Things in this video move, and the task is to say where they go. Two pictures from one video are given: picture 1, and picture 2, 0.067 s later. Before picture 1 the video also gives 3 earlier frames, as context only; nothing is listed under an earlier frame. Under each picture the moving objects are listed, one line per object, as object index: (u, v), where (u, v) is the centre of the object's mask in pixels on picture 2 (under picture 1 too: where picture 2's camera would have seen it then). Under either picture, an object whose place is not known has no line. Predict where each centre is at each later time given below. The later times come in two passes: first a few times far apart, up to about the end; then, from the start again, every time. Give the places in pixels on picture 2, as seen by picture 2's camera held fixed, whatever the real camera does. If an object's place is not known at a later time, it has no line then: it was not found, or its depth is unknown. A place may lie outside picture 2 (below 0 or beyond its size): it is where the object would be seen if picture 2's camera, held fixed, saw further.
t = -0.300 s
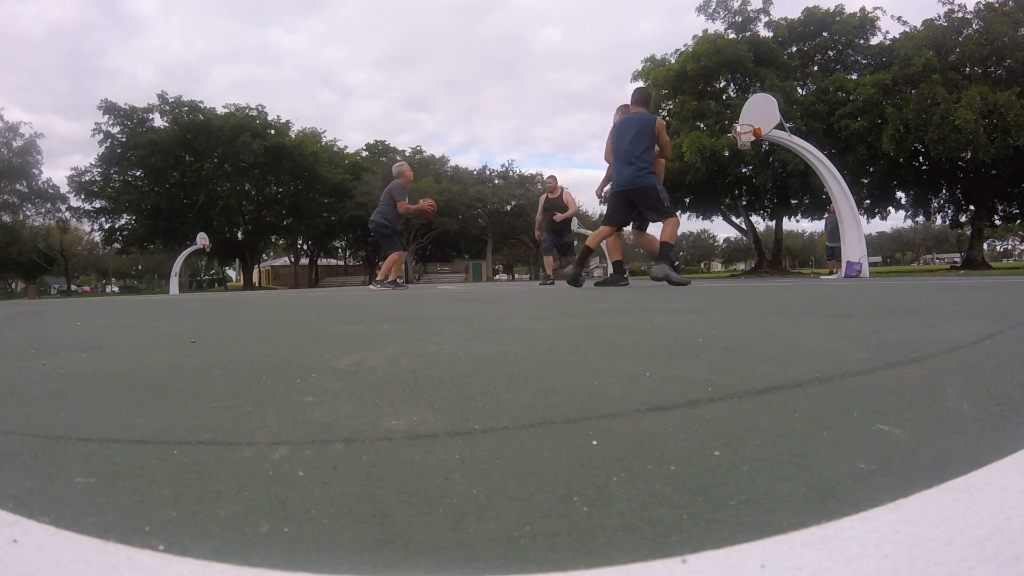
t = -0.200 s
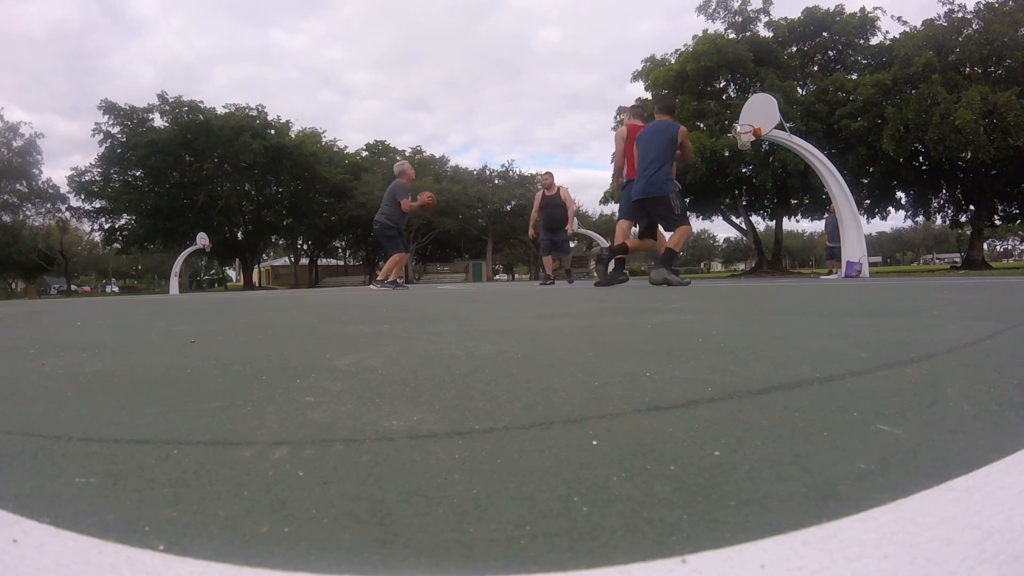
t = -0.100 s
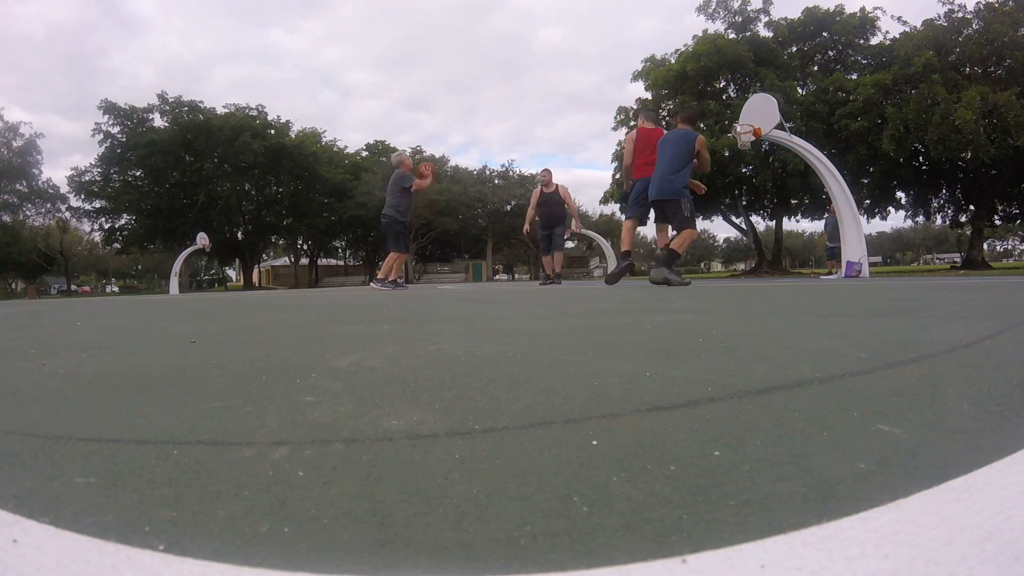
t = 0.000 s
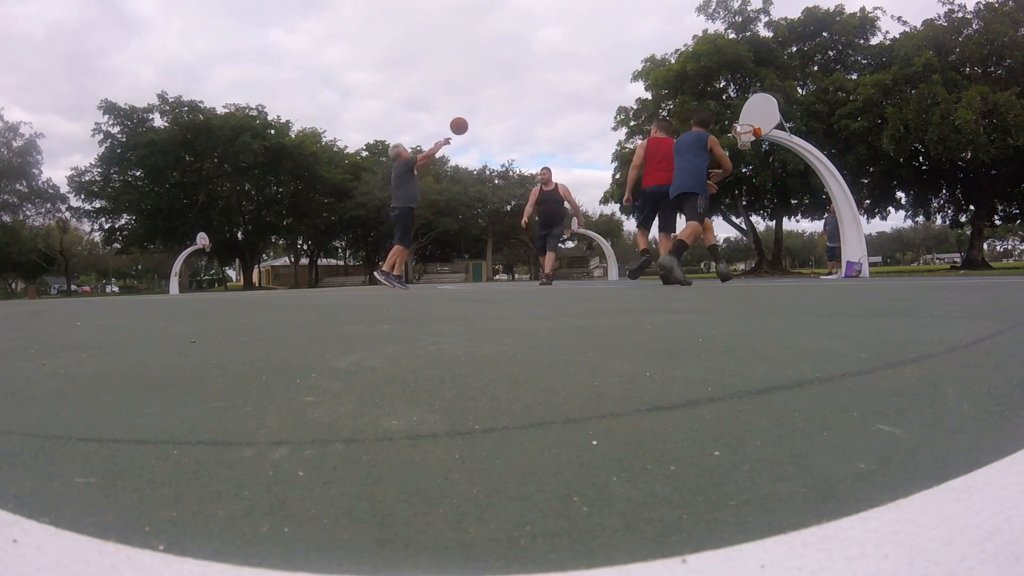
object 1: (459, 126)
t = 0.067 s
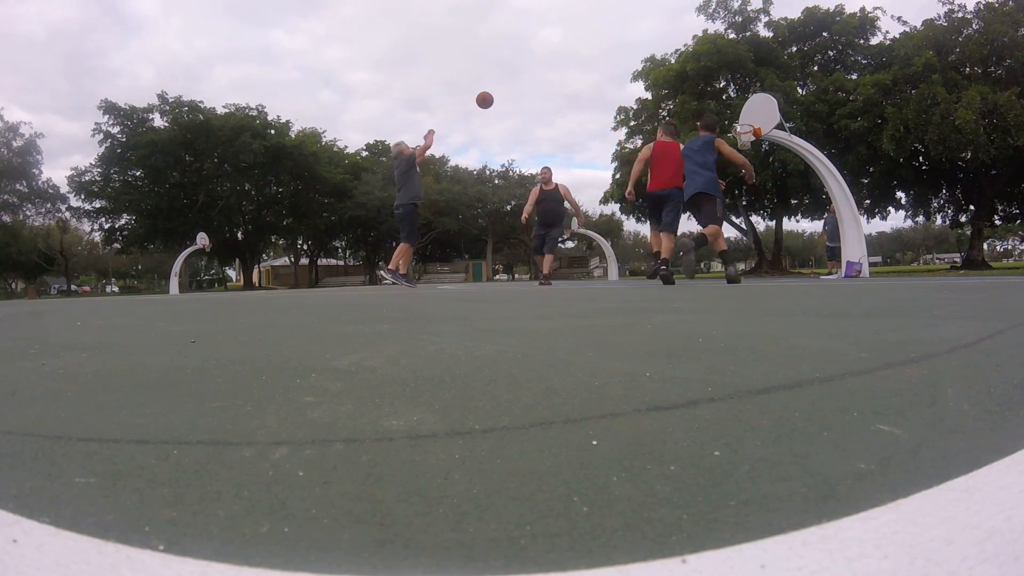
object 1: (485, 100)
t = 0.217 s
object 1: (537, 60)
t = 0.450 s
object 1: (606, 36)
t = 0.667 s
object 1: (659, 43)
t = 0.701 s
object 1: (666, 46)
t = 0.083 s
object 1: (491, 94)
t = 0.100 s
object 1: (497, 89)
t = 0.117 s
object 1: (503, 84)
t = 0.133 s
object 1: (509, 79)
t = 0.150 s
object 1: (515, 75)
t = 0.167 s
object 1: (520, 71)
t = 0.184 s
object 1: (526, 67)
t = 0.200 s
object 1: (531, 63)
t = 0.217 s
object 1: (537, 60)
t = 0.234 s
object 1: (542, 57)
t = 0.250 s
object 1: (548, 54)
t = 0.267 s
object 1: (553, 51)
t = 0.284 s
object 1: (558, 49)
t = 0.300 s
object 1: (563, 47)
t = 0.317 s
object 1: (568, 45)
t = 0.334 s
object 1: (573, 43)
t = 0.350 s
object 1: (578, 41)
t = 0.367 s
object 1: (583, 40)
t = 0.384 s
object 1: (587, 39)
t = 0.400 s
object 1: (592, 38)
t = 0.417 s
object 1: (596, 37)
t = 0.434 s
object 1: (601, 36)
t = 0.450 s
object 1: (606, 36)
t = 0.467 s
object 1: (610, 35)
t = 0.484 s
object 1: (614, 35)
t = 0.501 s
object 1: (619, 35)
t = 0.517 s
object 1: (623, 35)
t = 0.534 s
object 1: (627, 36)
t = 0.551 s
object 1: (631, 36)
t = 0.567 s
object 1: (635, 37)
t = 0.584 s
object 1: (639, 37)
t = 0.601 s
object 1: (643, 38)
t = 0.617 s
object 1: (647, 39)
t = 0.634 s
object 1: (651, 40)
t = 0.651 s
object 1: (655, 42)
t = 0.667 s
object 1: (659, 43)
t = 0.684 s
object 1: (663, 45)
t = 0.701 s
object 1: (666, 46)
